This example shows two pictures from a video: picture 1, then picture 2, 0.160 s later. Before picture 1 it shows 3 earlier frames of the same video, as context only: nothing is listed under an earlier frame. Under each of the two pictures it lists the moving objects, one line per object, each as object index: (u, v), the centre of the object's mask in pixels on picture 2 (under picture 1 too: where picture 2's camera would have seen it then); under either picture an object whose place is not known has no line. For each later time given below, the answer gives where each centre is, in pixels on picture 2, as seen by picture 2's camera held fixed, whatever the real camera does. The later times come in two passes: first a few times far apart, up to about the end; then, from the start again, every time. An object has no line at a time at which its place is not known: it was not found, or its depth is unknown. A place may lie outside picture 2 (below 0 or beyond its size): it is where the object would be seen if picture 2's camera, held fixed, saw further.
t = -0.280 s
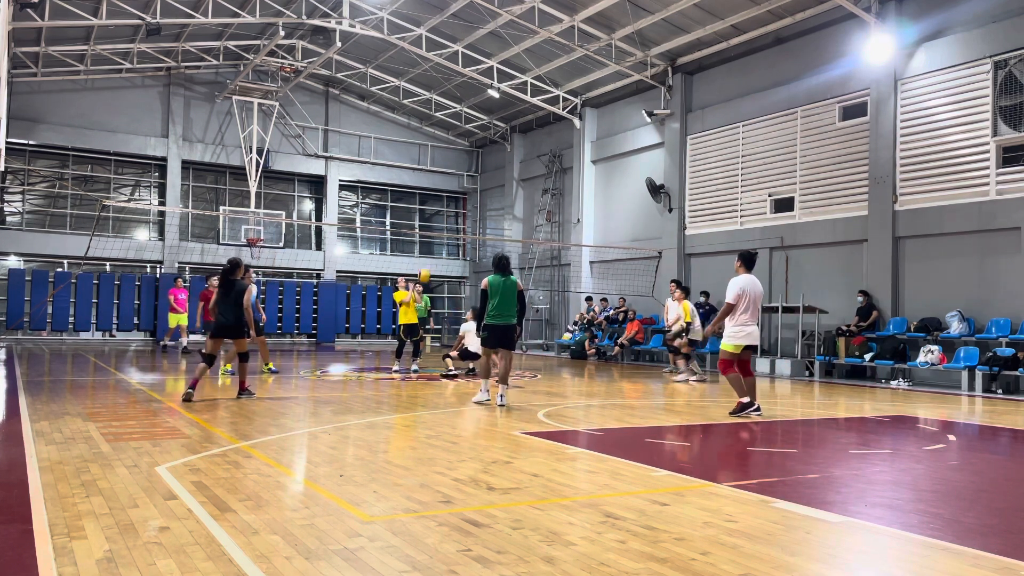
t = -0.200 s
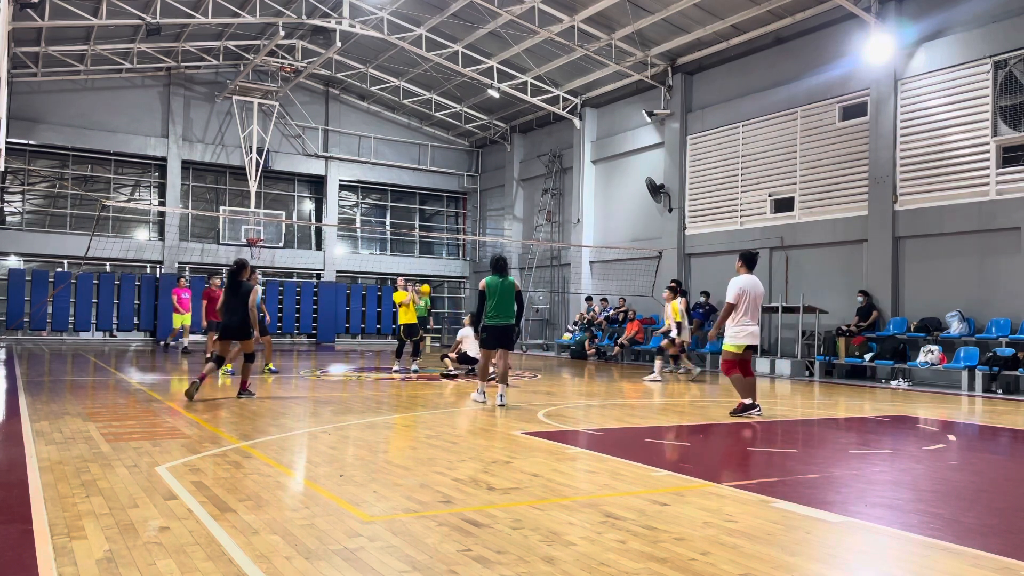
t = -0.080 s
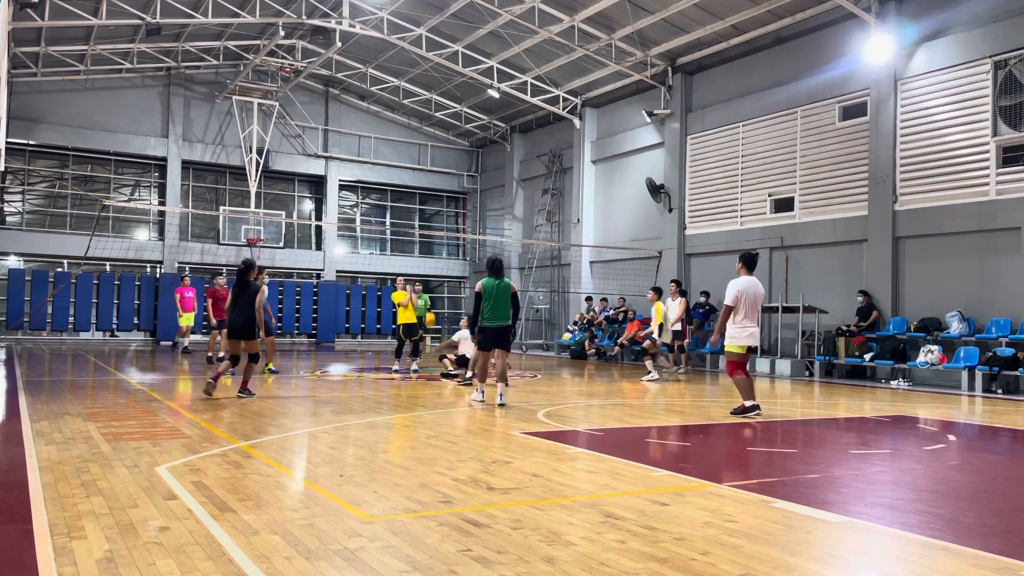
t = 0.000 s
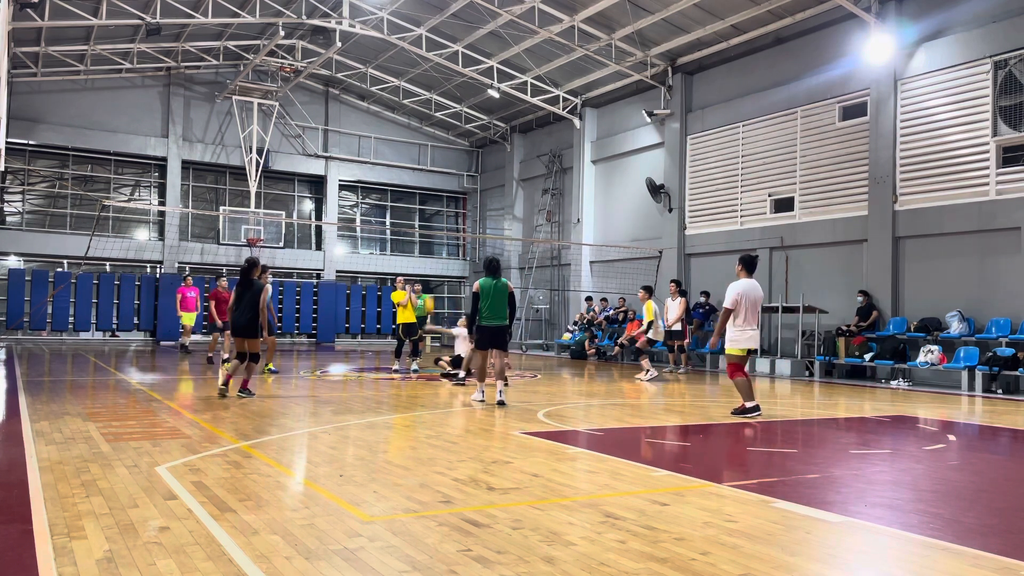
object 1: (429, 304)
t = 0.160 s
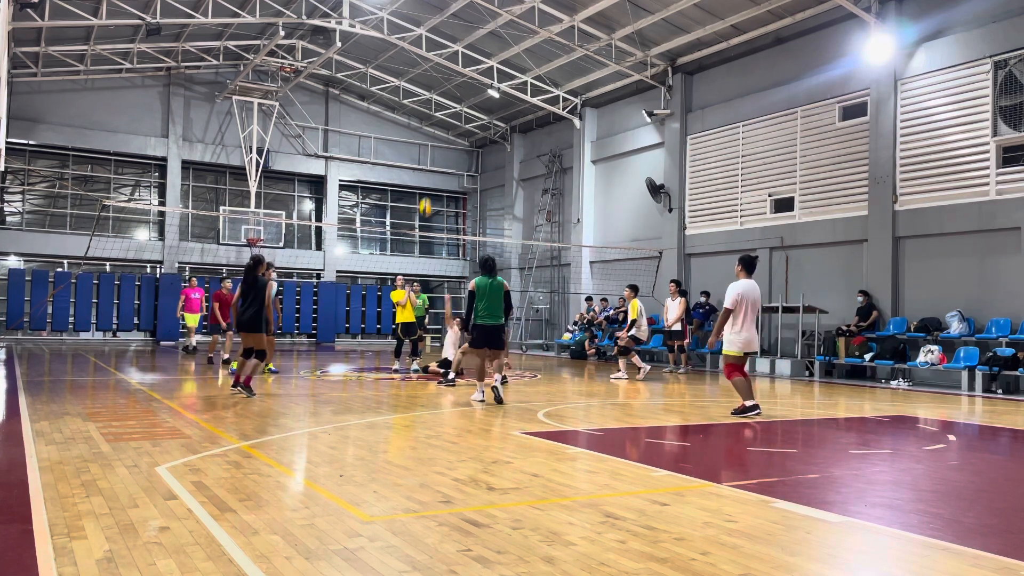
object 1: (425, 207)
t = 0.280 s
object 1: (423, 144)
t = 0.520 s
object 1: (416, 48)
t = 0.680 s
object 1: (411, 7)
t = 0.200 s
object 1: (425, 185)
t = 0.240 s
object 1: (424, 164)
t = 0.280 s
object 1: (423, 144)
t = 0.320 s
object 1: (422, 125)
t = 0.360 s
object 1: (421, 110)
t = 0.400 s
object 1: (420, 91)
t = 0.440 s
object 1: (419, 76)
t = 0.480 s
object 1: (418, 62)
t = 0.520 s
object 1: (416, 48)
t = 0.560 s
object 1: (416, 37)
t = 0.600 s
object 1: (414, 26)
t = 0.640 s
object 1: (413, 16)
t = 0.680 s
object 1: (411, 7)
